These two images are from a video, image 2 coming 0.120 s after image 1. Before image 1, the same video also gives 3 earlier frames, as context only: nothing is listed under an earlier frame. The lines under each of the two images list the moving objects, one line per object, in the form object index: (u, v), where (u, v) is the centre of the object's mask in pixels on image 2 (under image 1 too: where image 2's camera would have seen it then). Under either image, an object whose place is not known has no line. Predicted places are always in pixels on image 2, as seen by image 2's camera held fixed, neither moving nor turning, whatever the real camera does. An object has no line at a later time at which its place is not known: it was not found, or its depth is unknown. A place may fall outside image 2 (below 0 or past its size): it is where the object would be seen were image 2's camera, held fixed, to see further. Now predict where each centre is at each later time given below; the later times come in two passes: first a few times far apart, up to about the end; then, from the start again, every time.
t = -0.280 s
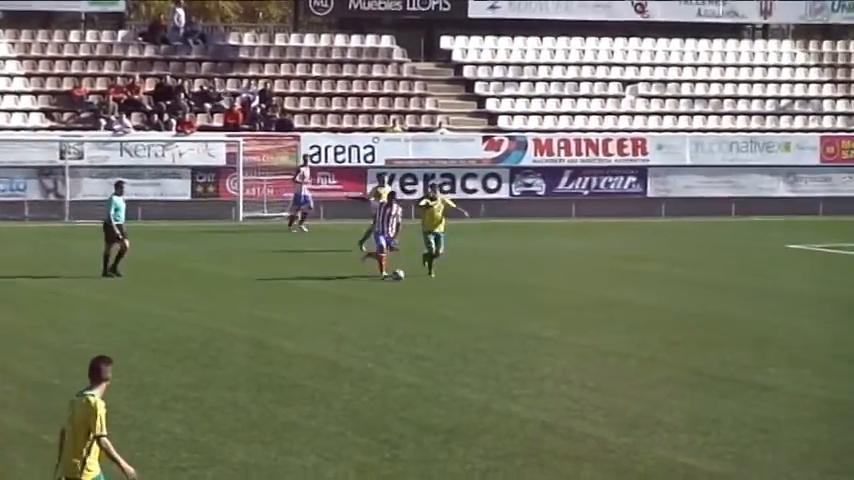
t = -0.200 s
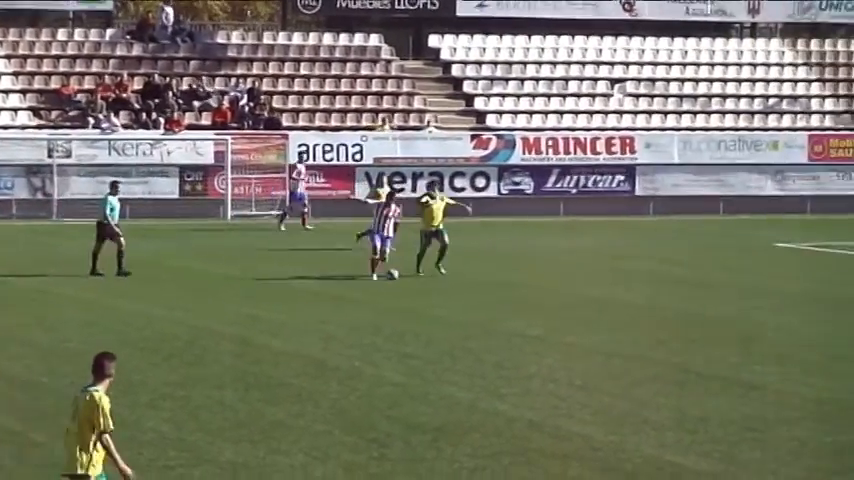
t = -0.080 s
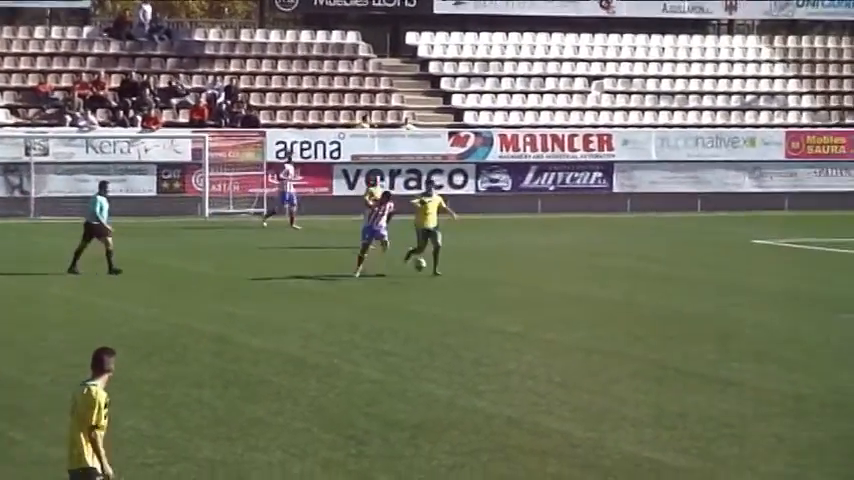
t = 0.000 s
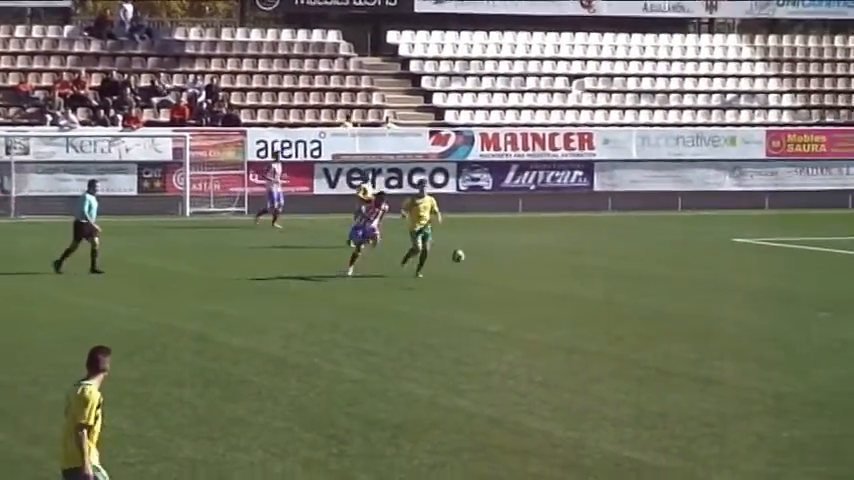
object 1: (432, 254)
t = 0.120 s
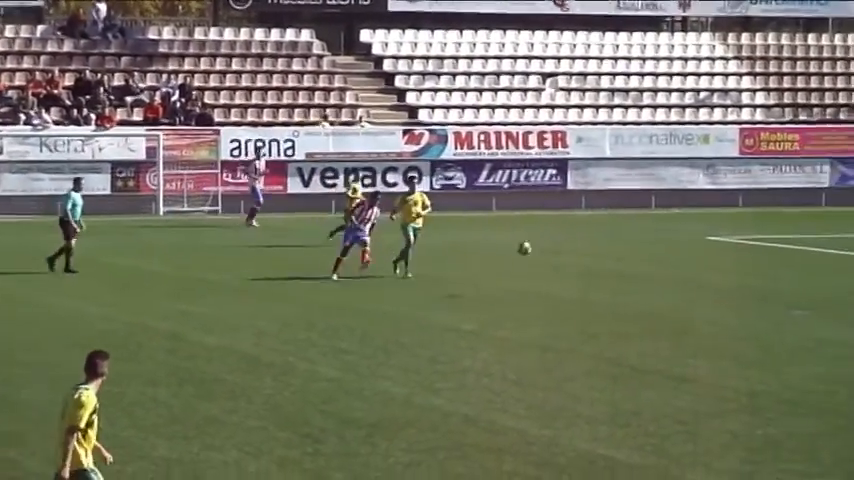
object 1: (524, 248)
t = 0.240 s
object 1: (626, 249)
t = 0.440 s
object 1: (821, 270)
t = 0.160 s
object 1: (557, 247)
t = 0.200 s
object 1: (591, 248)
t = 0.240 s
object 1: (626, 249)
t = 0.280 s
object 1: (662, 251)
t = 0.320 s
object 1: (700, 254)
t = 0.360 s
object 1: (738, 259)
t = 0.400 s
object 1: (778, 264)
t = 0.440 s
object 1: (821, 270)
